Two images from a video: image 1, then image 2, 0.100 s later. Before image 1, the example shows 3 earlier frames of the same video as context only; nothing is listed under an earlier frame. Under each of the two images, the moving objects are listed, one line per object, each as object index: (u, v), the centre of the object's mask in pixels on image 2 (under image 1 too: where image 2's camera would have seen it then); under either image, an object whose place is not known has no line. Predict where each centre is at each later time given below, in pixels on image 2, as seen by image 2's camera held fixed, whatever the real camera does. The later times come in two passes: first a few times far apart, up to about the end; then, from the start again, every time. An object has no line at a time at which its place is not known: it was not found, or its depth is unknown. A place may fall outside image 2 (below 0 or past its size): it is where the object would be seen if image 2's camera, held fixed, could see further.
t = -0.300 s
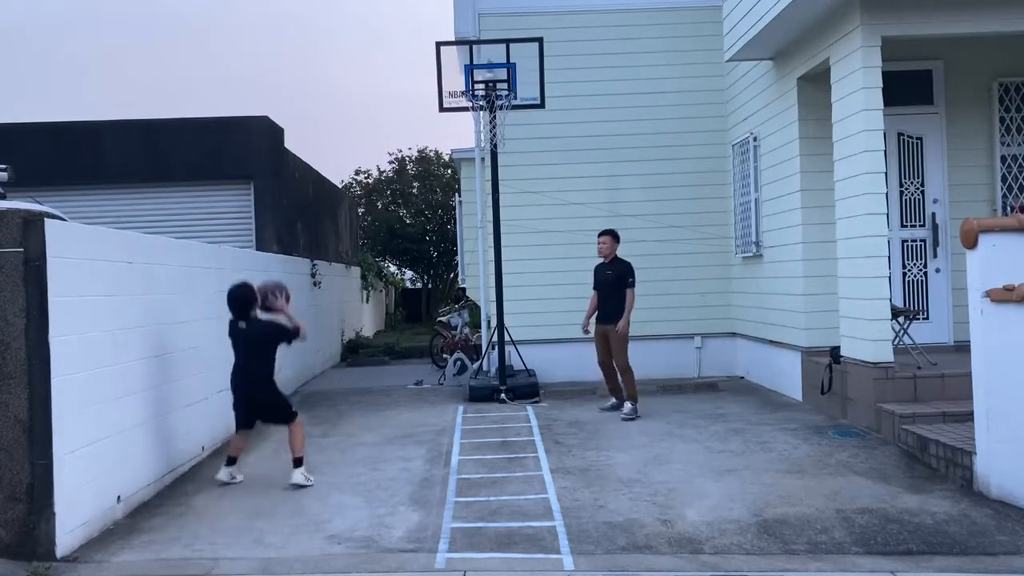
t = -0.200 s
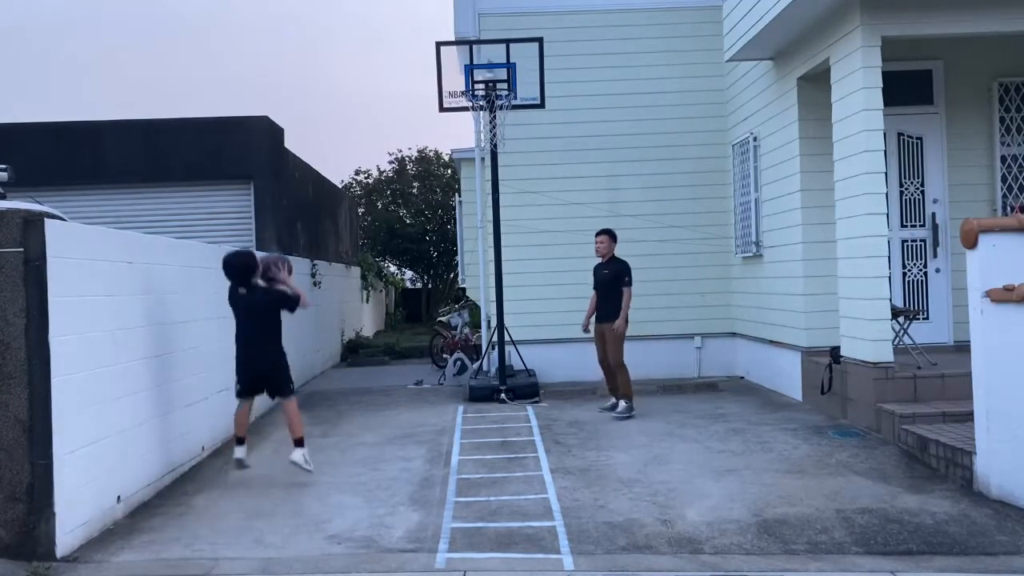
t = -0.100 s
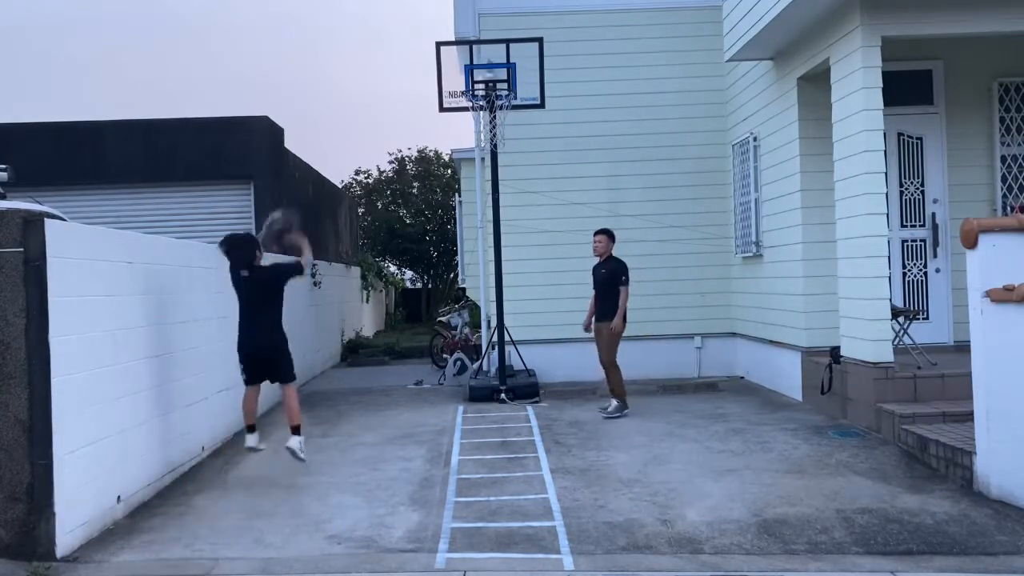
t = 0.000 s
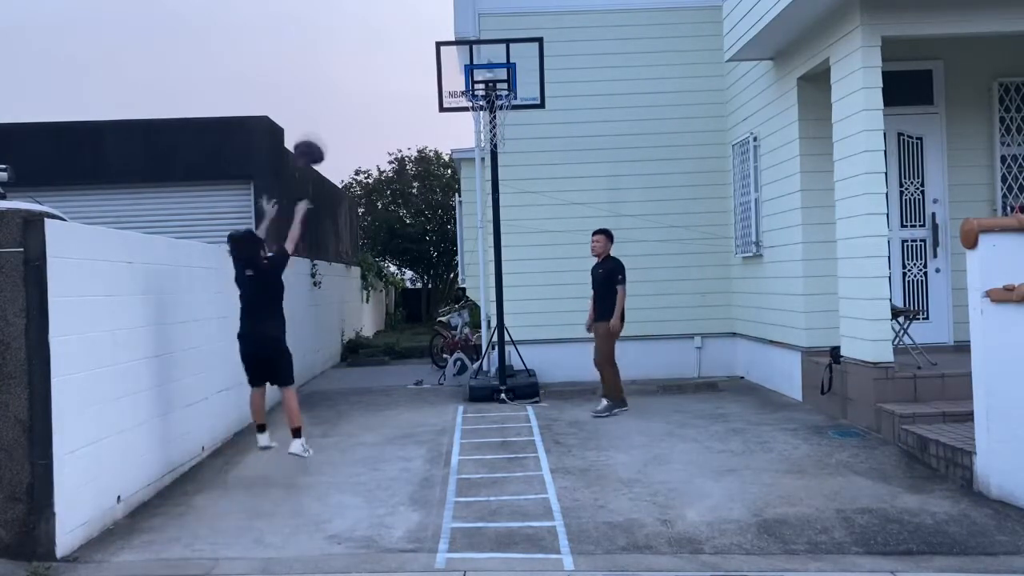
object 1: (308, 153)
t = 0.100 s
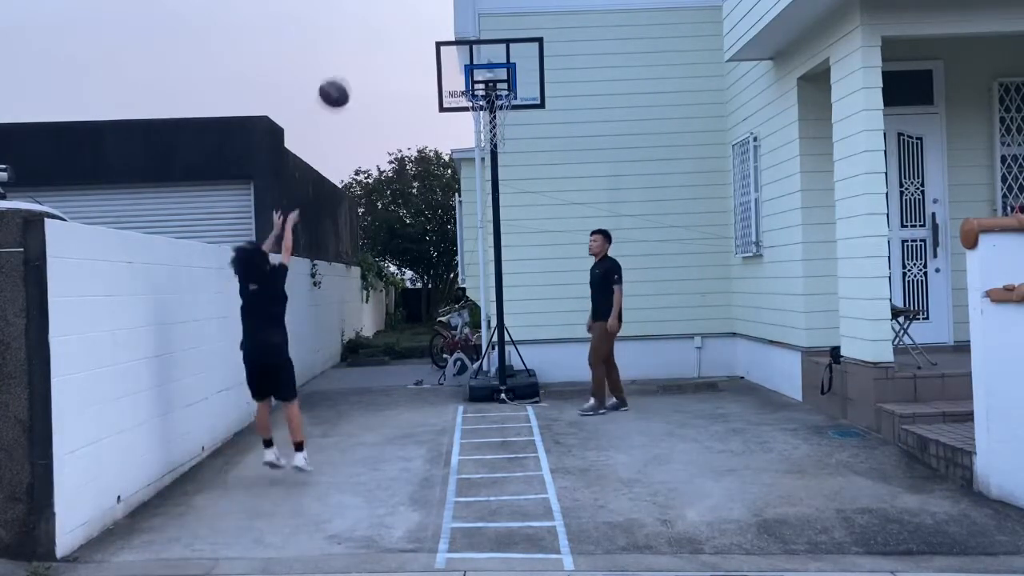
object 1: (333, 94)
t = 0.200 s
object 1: (357, 53)
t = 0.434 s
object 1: (407, 14)
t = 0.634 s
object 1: (446, 33)
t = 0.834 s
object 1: (477, 76)
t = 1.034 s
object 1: (488, 75)
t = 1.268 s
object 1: (503, 101)
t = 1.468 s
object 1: (503, 125)
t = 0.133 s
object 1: (341, 79)
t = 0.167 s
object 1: (350, 65)
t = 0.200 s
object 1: (357, 53)
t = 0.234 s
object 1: (364, 43)
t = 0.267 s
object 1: (372, 34)
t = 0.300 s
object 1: (379, 27)
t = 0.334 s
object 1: (386, 22)
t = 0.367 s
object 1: (393, 18)
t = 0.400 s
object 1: (400, 15)
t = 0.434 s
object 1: (407, 14)
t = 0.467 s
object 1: (413, 14)
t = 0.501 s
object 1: (420, 15)
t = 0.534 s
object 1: (426, 18)
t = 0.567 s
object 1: (433, 21)
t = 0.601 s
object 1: (439, 26)
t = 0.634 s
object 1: (446, 33)
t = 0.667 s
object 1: (452, 40)
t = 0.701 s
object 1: (457, 48)
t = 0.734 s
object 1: (464, 57)
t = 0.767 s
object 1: (469, 67)
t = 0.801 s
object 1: (474, 79)
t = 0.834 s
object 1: (477, 76)
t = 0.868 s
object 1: (478, 73)
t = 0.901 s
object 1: (480, 71)
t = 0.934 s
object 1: (481, 70)
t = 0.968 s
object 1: (483, 71)
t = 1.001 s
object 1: (485, 72)
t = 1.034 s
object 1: (488, 75)
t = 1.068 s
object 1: (490, 78)
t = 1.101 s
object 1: (492, 79)
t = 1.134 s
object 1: (493, 81)
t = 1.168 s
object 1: (495, 82)
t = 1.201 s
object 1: (497, 84)
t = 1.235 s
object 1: (499, 86)
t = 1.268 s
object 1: (503, 101)
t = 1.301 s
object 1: (501, 104)
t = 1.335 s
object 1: (506, 110)
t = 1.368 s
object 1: (505, 114)
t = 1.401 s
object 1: (507, 118)
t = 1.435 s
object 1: (505, 123)
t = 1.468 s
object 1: (503, 125)
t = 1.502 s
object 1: (502, 129)
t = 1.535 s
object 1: (502, 133)
